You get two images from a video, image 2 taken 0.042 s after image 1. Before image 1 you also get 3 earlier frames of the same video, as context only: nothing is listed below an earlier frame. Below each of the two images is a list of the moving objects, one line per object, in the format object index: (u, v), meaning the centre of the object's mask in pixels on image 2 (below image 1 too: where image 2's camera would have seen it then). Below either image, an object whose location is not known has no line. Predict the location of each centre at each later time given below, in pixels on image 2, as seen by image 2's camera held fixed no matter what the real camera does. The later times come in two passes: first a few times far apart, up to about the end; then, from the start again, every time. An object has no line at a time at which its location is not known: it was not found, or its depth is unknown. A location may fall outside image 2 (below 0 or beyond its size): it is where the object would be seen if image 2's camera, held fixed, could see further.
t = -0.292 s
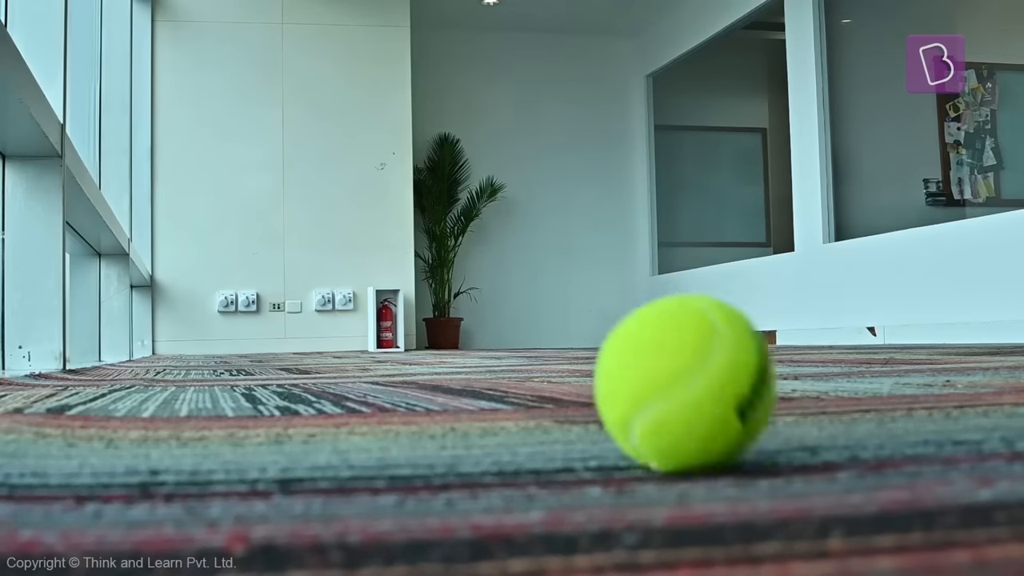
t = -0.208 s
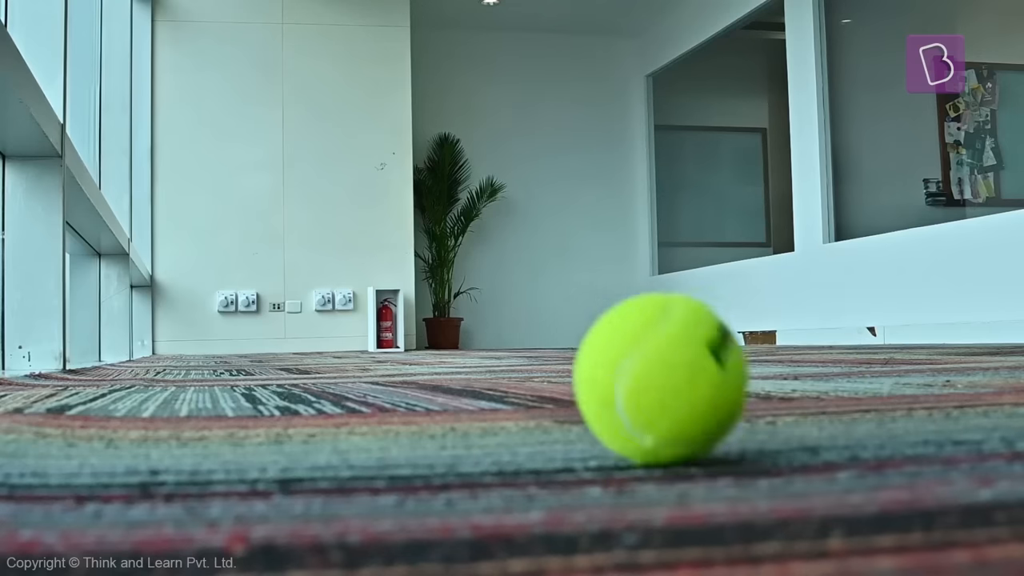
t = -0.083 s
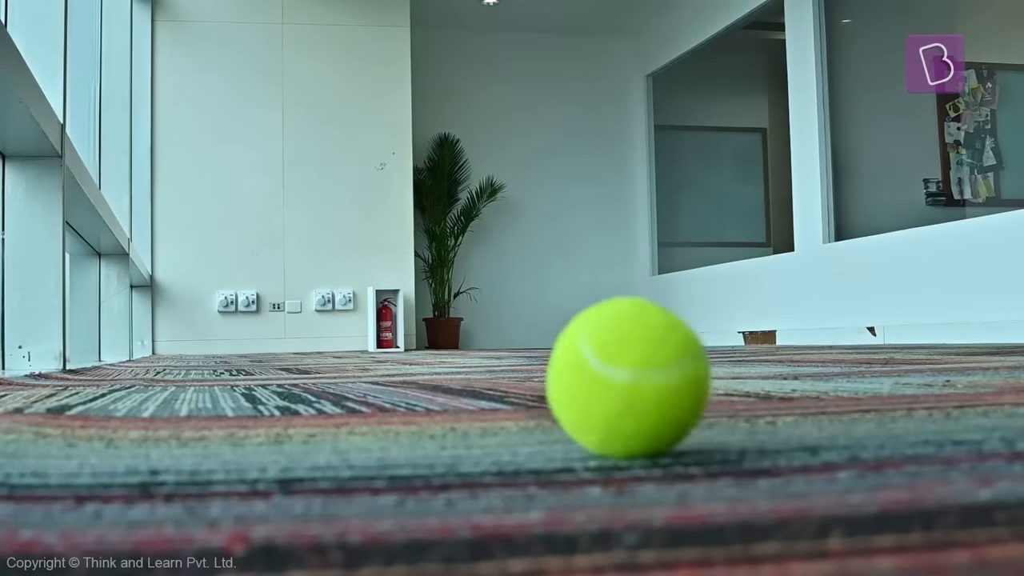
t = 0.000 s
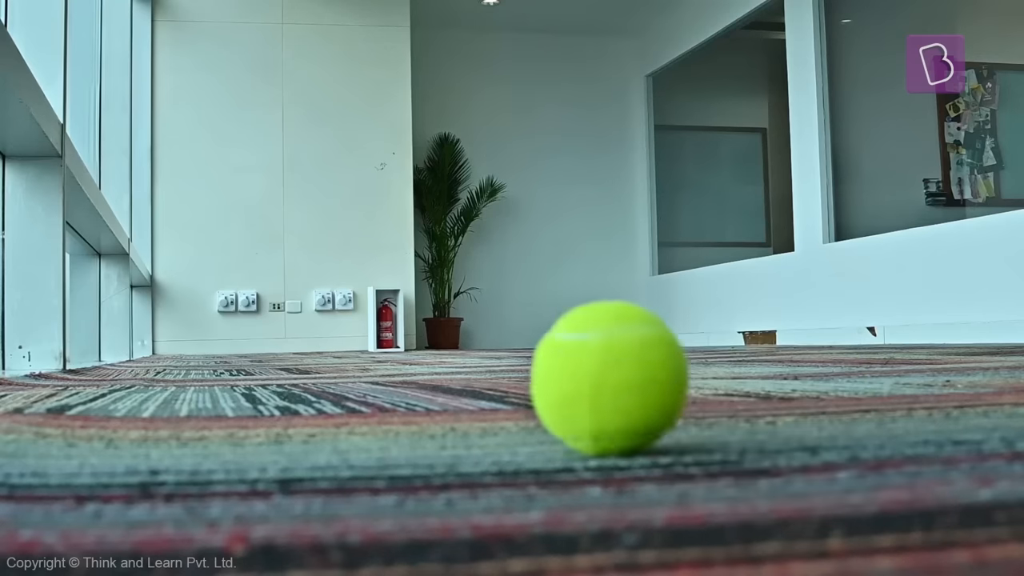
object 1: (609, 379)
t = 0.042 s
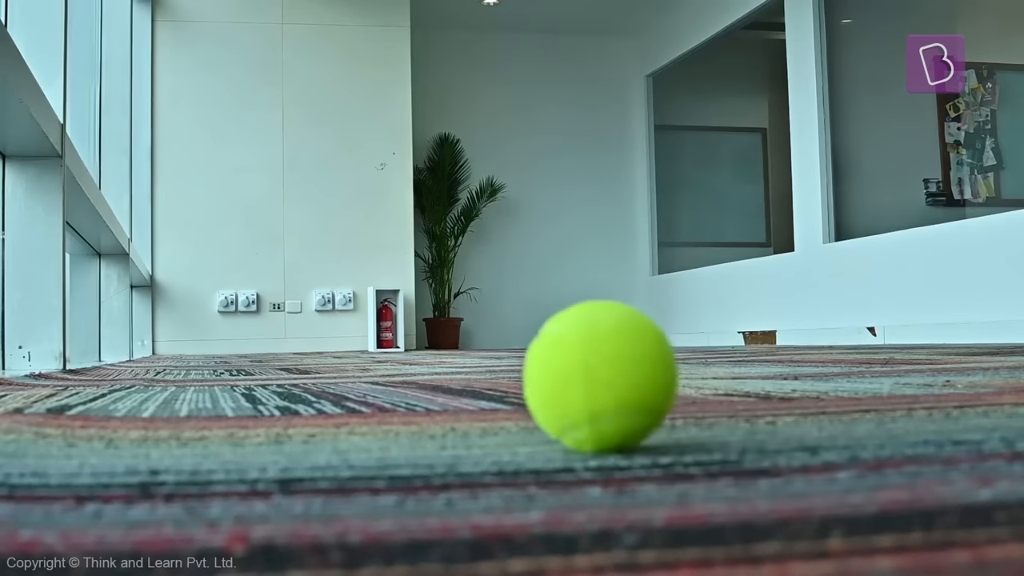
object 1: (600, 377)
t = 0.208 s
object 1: (567, 374)
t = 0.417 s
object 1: (530, 370)
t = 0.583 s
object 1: (506, 368)
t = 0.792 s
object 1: (480, 370)
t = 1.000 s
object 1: (457, 369)
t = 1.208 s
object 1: (437, 367)
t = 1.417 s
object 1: (419, 366)
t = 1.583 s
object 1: (407, 366)
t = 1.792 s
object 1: (393, 365)
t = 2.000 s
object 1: (380, 364)
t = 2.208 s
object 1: (369, 363)
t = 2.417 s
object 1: (358, 364)
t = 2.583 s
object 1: (350, 365)
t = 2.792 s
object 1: (341, 365)
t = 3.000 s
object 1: (333, 364)
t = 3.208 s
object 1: (325, 363)
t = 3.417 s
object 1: (317, 363)
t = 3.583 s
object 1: (312, 363)
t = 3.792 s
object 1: (305, 363)
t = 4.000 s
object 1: (299, 363)
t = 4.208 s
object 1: (293, 363)
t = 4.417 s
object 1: (288, 364)
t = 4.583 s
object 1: (284, 364)
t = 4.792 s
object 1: (280, 364)
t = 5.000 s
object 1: (276, 364)
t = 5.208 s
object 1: (272, 364)
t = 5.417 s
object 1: (268, 364)
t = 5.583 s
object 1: (265, 364)
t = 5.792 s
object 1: (262, 364)
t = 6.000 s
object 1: (258, 364)
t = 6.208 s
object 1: (255, 364)
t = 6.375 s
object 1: (253, 364)
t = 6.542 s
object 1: (250, 364)
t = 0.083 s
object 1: (591, 375)
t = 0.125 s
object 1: (583, 375)
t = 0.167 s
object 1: (575, 374)
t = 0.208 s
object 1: (567, 374)
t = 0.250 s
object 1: (559, 374)
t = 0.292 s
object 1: (551, 372)
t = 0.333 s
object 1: (544, 370)
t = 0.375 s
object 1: (537, 369)
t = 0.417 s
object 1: (530, 370)
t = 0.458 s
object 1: (524, 372)
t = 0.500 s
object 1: (518, 372)
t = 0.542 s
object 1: (511, 370)
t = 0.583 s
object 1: (506, 368)
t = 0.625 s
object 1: (500, 367)
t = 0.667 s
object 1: (495, 367)
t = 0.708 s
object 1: (490, 368)
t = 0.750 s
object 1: (485, 370)
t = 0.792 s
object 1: (480, 370)
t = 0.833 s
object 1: (475, 369)
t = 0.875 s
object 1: (470, 367)
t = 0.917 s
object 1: (466, 368)
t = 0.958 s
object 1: (462, 368)
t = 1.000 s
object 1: (457, 369)
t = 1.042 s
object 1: (453, 368)
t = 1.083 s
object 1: (449, 367)
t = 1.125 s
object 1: (445, 367)
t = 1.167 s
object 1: (441, 367)
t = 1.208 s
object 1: (437, 367)
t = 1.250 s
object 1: (433, 367)
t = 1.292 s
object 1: (430, 366)
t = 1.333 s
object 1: (426, 366)
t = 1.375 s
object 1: (423, 366)
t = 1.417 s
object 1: (419, 366)
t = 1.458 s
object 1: (416, 365)
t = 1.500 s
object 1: (413, 365)
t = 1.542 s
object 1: (410, 365)
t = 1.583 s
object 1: (407, 366)
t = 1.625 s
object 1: (404, 365)
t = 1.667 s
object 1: (401, 365)
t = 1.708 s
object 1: (398, 364)
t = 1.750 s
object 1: (396, 365)
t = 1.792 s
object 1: (393, 365)
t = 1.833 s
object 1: (390, 365)
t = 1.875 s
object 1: (388, 364)
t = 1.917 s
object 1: (385, 365)
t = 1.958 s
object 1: (383, 365)
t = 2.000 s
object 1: (380, 364)
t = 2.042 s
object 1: (378, 363)
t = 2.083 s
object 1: (376, 363)
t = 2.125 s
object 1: (373, 364)
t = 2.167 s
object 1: (371, 364)
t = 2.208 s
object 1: (369, 363)
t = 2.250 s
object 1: (367, 363)
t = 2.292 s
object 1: (364, 363)
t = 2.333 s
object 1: (362, 364)
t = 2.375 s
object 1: (360, 364)
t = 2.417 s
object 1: (358, 364)
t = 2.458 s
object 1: (357, 364)
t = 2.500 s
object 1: (354, 364)
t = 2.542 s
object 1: (352, 364)
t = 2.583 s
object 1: (350, 365)
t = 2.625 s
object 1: (349, 364)
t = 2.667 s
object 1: (347, 364)
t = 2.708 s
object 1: (345, 364)
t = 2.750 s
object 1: (343, 365)
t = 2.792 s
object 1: (341, 365)
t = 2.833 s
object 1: (340, 364)
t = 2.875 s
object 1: (338, 364)
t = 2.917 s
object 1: (336, 364)
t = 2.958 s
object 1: (334, 364)
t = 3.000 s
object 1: (333, 364)
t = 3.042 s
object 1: (331, 364)
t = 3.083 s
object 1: (330, 363)
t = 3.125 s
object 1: (328, 363)
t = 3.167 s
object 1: (326, 363)
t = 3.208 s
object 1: (325, 363)
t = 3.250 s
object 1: (323, 363)
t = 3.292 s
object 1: (322, 363)
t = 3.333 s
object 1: (320, 363)
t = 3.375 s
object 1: (319, 363)
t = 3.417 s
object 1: (317, 363)
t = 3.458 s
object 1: (316, 363)
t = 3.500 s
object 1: (315, 363)
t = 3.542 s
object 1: (313, 363)
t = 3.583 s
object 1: (312, 363)
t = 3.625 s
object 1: (311, 363)
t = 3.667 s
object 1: (309, 363)
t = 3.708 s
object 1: (308, 363)
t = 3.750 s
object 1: (306, 363)
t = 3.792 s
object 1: (305, 363)
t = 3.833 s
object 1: (304, 363)
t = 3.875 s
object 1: (302, 362)
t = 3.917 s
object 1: (301, 363)
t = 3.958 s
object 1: (300, 363)
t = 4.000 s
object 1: (299, 363)
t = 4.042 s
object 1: (298, 363)
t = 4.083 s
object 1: (296, 363)
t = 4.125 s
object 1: (295, 363)
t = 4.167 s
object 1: (294, 363)
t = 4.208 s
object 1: (293, 363)
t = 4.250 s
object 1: (292, 363)
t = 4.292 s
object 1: (291, 363)
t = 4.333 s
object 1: (290, 363)
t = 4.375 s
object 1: (289, 363)
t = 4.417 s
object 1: (288, 364)
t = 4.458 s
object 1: (287, 364)
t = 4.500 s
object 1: (286, 363)
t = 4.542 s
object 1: (285, 363)
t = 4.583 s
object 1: (284, 364)
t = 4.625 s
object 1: (283, 364)
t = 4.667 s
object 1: (282, 364)
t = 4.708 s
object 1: (282, 364)
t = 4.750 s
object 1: (281, 364)
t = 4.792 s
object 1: (280, 364)
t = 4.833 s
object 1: (279, 364)
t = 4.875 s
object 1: (279, 364)
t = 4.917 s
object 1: (278, 364)
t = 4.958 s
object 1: (277, 364)
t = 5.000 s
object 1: (276, 364)
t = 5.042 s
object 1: (275, 364)
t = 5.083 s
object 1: (274, 364)
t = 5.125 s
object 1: (273, 364)
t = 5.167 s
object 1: (273, 365)
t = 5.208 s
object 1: (272, 364)
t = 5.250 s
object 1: (271, 364)
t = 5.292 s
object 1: (270, 364)
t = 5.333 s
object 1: (270, 364)
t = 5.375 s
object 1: (269, 364)
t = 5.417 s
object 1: (268, 364)
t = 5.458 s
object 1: (267, 364)
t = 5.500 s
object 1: (267, 364)
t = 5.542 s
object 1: (266, 364)
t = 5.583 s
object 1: (265, 364)
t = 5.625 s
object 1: (265, 364)
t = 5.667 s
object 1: (264, 363)
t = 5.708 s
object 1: (263, 363)
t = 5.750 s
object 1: (262, 364)
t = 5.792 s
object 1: (262, 364)
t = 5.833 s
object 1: (261, 364)
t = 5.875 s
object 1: (260, 364)
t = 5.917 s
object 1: (260, 364)
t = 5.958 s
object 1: (259, 364)
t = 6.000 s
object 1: (258, 364)
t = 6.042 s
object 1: (258, 363)
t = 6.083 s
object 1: (257, 363)
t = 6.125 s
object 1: (256, 363)
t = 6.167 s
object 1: (256, 364)
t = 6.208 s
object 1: (255, 364)
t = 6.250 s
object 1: (254, 364)
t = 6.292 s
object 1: (254, 364)
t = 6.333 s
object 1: (253, 364)
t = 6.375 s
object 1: (253, 364)
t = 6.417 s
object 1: (252, 364)
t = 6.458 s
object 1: (251, 364)
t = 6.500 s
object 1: (251, 364)
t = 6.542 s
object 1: (250, 364)
